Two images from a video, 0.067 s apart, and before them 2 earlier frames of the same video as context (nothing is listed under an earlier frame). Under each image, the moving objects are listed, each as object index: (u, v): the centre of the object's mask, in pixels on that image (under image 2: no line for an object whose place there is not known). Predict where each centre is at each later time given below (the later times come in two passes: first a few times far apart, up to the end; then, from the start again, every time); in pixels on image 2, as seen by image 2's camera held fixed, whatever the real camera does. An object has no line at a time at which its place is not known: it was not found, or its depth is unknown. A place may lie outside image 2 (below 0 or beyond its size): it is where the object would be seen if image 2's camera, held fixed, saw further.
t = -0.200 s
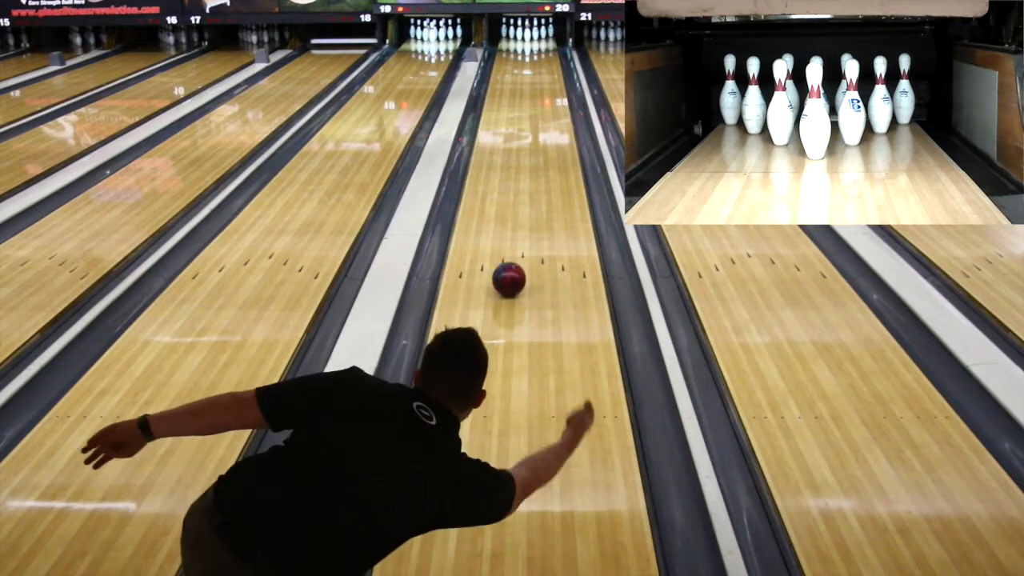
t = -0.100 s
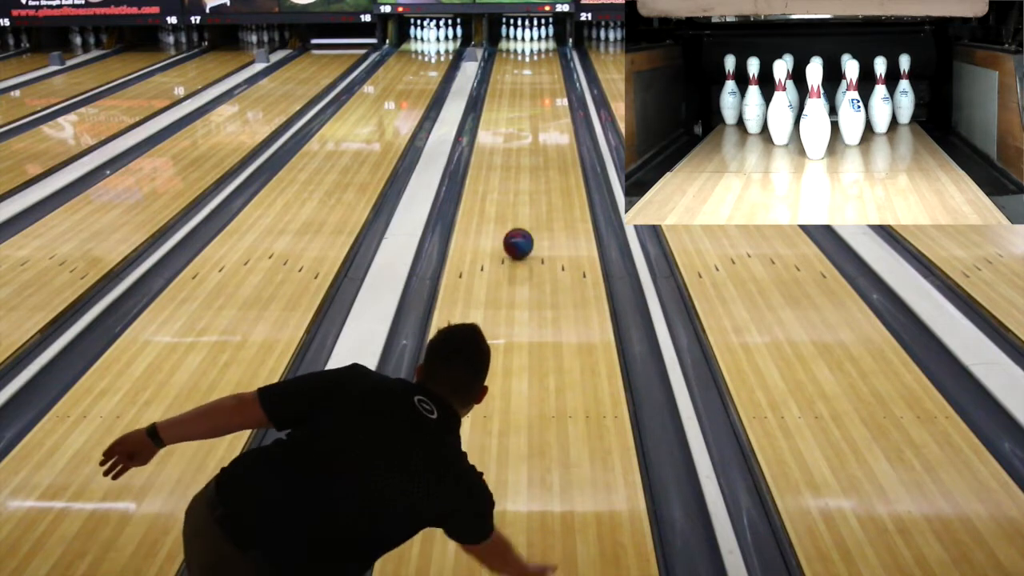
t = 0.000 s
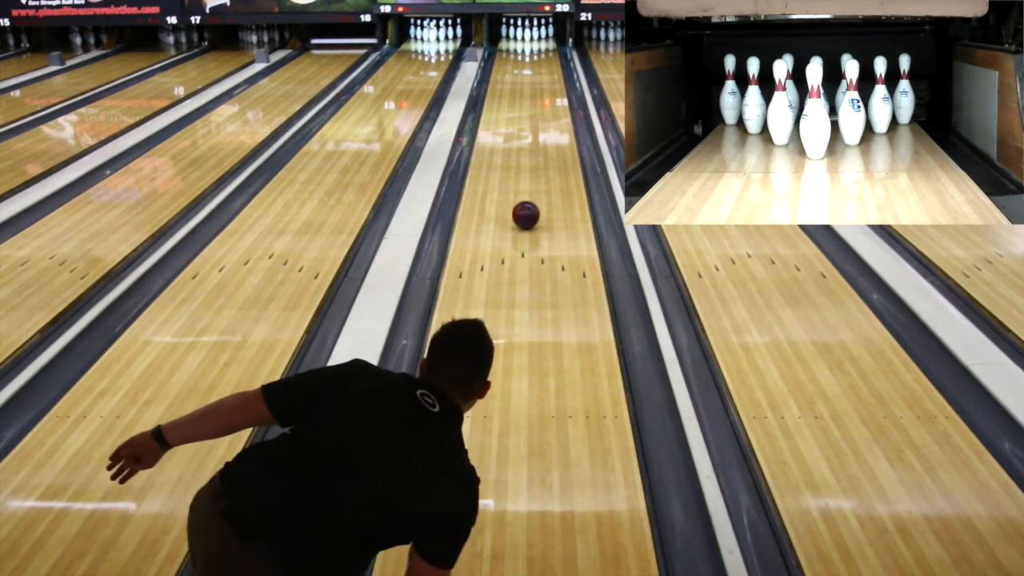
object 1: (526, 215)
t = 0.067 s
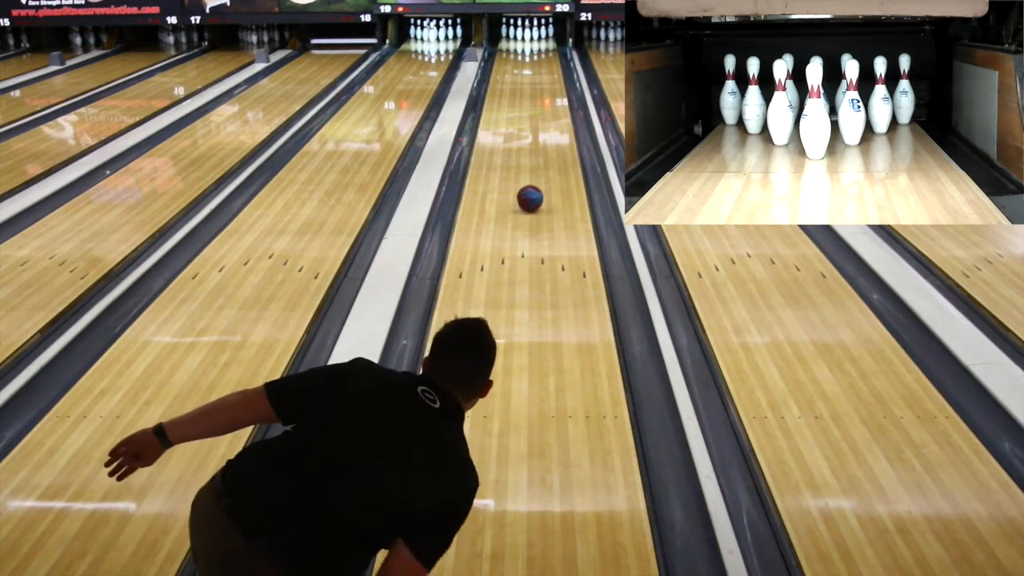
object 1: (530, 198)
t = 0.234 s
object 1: (538, 163)
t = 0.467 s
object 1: (546, 127)
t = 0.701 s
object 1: (550, 100)
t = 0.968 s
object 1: (553, 77)
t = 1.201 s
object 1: (551, 62)
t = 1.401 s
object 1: (545, 51)
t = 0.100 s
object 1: (532, 191)
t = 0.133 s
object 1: (533, 183)
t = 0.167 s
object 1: (535, 176)
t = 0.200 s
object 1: (536, 169)
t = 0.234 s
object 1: (538, 163)
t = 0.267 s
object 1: (539, 157)
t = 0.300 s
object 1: (540, 152)
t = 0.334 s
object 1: (541, 146)
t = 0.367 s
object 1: (542, 141)
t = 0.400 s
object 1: (544, 136)
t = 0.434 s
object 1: (545, 131)
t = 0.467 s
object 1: (546, 127)
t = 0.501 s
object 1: (546, 122)
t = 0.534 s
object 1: (547, 118)
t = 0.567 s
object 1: (548, 115)
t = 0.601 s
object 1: (549, 111)
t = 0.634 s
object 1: (549, 107)
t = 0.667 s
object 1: (550, 103)
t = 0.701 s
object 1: (550, 100)
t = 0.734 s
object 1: (551, 97)
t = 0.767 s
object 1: (551, 94)
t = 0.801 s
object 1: (552, 91)
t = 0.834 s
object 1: (552, 88)
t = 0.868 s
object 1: (552, 85)
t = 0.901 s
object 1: (553, 82)
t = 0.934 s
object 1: (553, 80)
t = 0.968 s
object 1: (553, 77)
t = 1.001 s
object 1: (553, 74)
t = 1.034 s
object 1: (553, 73)
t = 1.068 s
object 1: (553, 70)
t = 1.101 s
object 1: (552, 68)
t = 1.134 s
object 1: (552, 66)
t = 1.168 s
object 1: (551, 64)
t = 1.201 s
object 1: (551, 62)
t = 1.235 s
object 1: (550, 60)
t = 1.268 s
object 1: (550, 58)
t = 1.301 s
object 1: (549, 57)
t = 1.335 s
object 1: (548, 55)
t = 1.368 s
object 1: (547, 53)
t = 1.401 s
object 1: (545, 51)
